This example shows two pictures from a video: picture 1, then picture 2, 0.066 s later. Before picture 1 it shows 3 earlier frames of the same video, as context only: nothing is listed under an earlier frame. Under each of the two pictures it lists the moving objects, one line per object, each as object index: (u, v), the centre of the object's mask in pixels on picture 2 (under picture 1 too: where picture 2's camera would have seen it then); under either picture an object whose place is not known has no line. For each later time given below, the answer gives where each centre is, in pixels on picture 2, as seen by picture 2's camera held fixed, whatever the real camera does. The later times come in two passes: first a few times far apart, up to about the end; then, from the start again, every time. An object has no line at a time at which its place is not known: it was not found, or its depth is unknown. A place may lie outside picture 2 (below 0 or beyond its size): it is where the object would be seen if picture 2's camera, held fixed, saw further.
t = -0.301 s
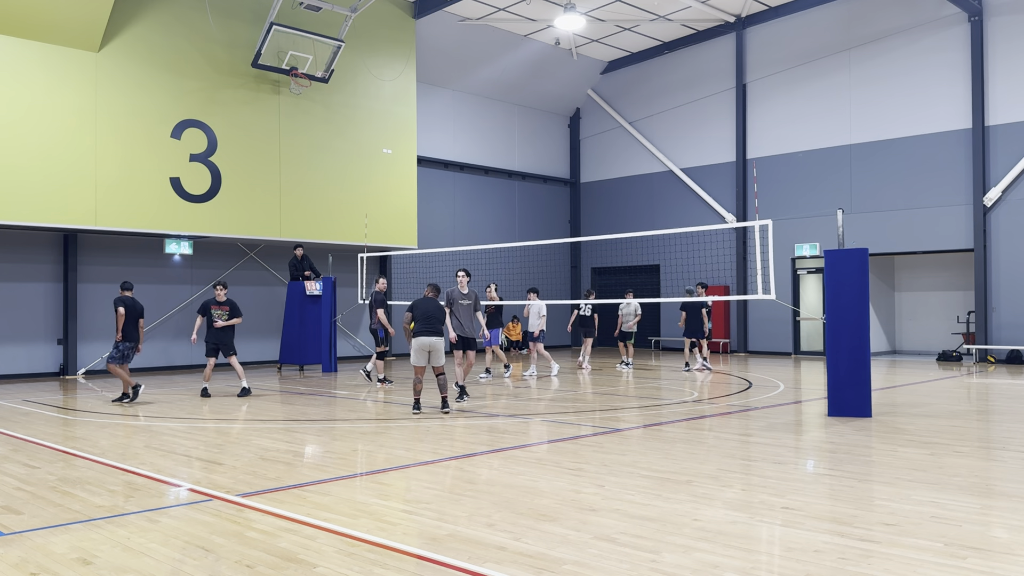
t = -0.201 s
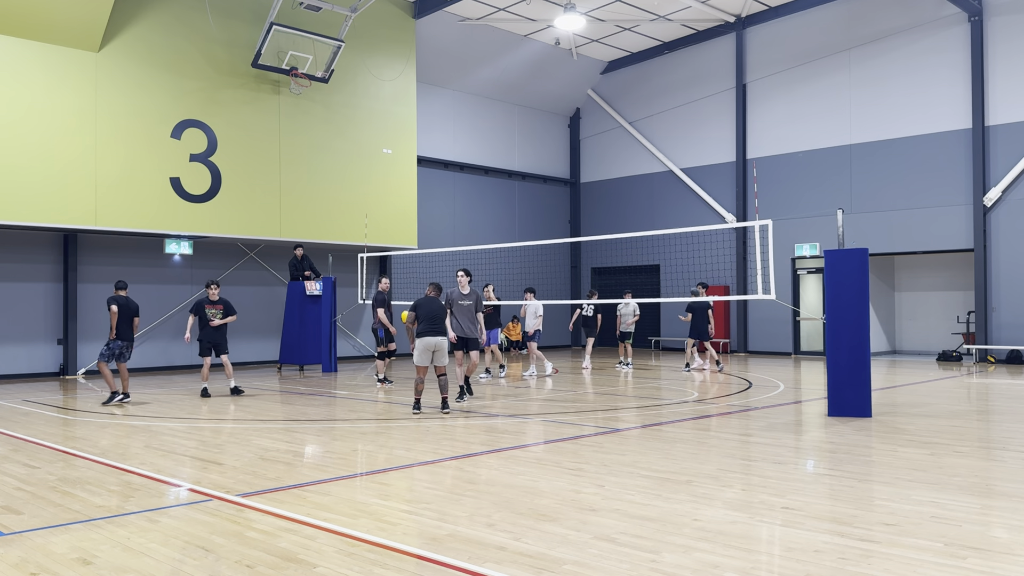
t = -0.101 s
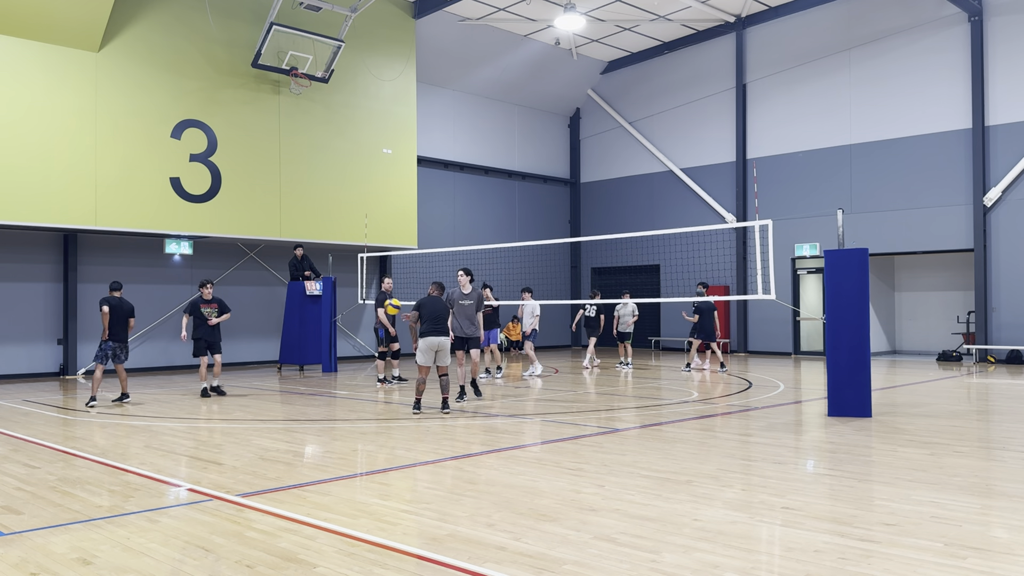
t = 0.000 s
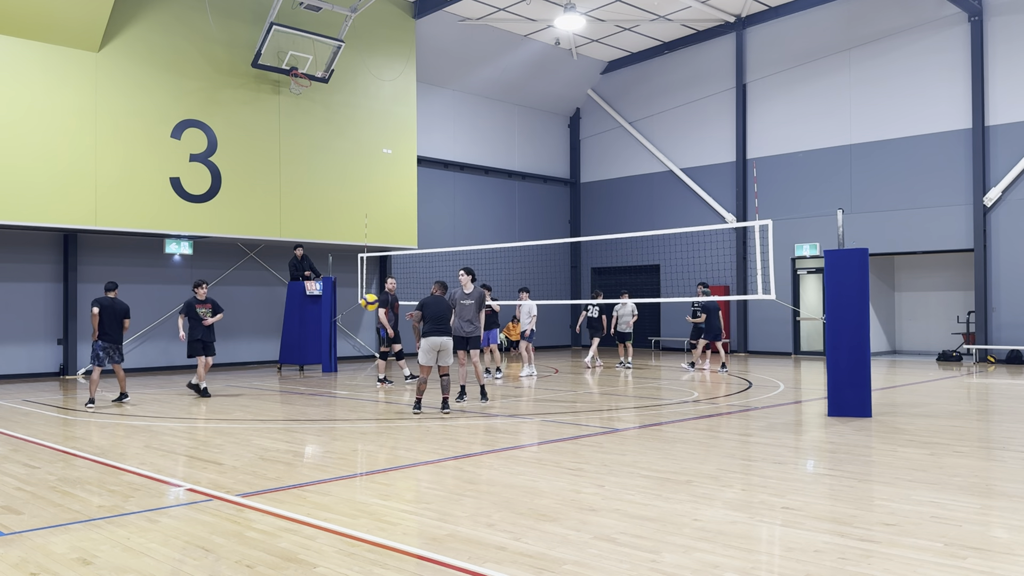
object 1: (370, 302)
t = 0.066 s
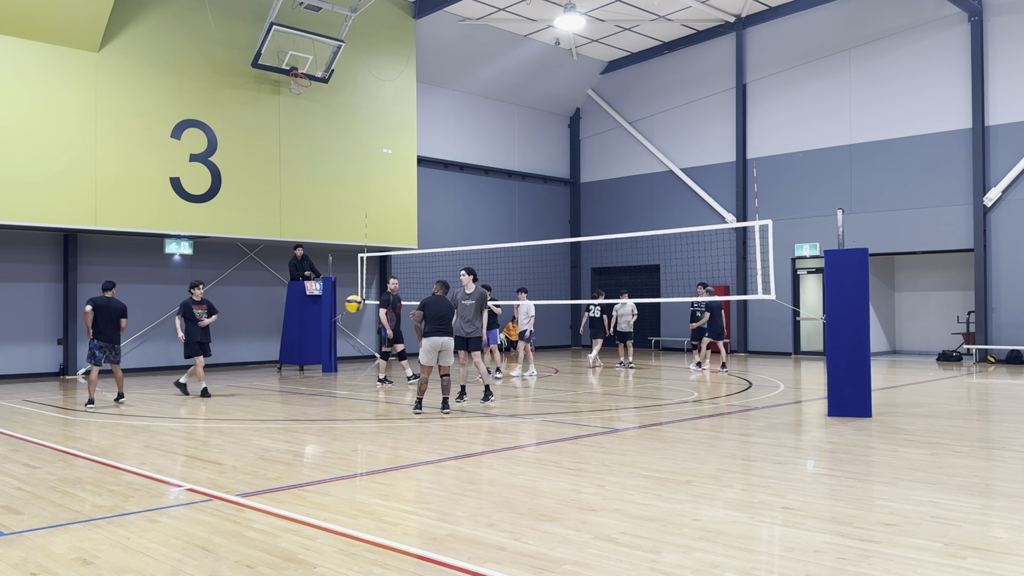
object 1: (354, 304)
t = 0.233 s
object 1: (311, 324)
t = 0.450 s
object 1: (248, 389)
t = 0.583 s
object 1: (212, 414)
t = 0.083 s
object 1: (349, 304)
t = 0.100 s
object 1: (345, 306)
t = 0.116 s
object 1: (341, 307)
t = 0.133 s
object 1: (337, 309)
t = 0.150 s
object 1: (333, 311)
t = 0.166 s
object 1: (328, 313)
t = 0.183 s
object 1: (324, 315)
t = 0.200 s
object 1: (320, 318)
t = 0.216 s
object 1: (315, 321)
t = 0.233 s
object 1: (311, 324)
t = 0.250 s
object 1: (306, 327)
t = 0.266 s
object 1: (301, 331)
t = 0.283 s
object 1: (297, 335)
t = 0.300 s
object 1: (292, 339)
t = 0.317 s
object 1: (288, 344)
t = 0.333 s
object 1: (283, 348)
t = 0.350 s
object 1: (278, 354)
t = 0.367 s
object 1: (273, 359)
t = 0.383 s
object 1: (268, 364)
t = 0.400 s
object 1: (263, 370)
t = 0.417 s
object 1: (258, 376)
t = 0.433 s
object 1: (253, 382)
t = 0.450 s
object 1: (248, 389)
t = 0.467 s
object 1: (242, 396)
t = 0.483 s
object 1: (237, 403)
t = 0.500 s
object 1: (232, 411)
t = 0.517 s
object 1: (226, 419)
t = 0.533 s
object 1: (221, 428)
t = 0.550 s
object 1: (218, 426)
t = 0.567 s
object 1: (215, 420)
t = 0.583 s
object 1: (212, 414)
